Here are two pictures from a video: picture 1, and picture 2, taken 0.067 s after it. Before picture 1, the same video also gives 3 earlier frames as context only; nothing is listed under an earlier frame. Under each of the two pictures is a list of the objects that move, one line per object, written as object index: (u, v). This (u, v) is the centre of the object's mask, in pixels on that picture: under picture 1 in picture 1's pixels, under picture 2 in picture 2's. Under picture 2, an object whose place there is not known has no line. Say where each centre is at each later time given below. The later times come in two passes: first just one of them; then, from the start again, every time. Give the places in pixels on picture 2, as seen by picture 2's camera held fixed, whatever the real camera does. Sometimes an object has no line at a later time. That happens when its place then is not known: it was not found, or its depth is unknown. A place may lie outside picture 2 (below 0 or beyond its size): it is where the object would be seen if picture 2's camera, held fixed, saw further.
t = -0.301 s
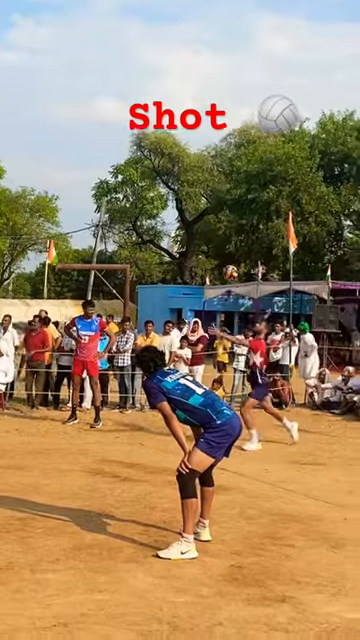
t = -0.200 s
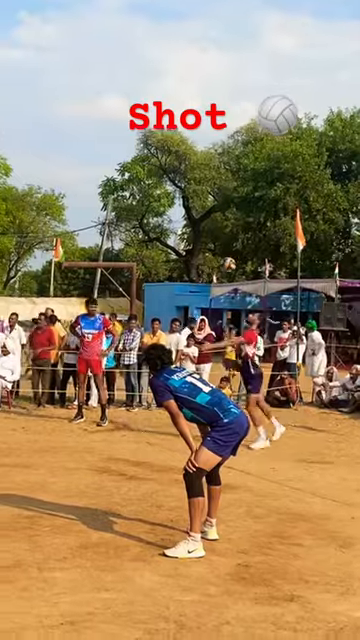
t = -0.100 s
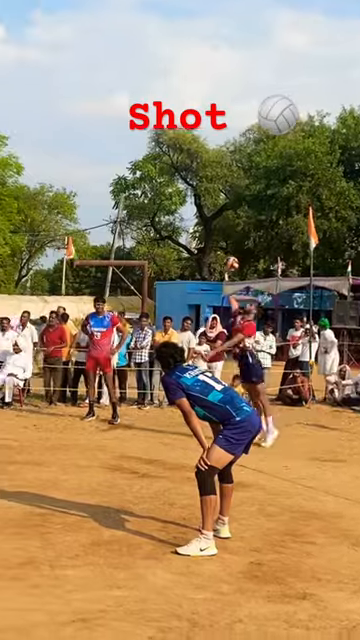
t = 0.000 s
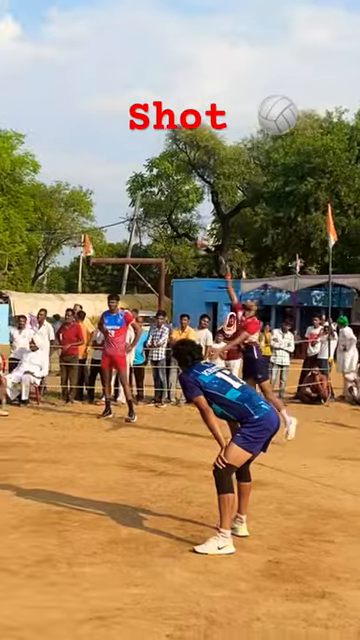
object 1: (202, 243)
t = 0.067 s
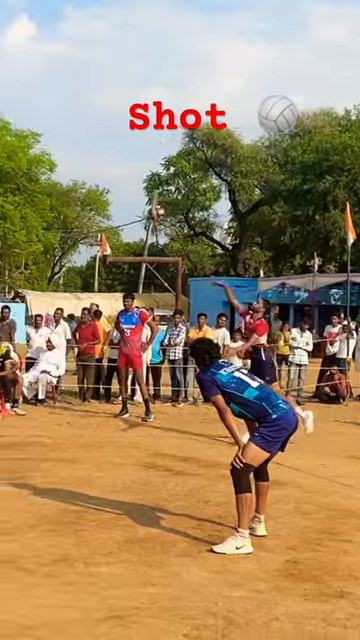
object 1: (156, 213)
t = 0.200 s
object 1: (28, 163)
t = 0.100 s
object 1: (125, 200)
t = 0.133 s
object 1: (93, 183)
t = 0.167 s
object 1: (62, 175)
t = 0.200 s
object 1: (28, 163)
